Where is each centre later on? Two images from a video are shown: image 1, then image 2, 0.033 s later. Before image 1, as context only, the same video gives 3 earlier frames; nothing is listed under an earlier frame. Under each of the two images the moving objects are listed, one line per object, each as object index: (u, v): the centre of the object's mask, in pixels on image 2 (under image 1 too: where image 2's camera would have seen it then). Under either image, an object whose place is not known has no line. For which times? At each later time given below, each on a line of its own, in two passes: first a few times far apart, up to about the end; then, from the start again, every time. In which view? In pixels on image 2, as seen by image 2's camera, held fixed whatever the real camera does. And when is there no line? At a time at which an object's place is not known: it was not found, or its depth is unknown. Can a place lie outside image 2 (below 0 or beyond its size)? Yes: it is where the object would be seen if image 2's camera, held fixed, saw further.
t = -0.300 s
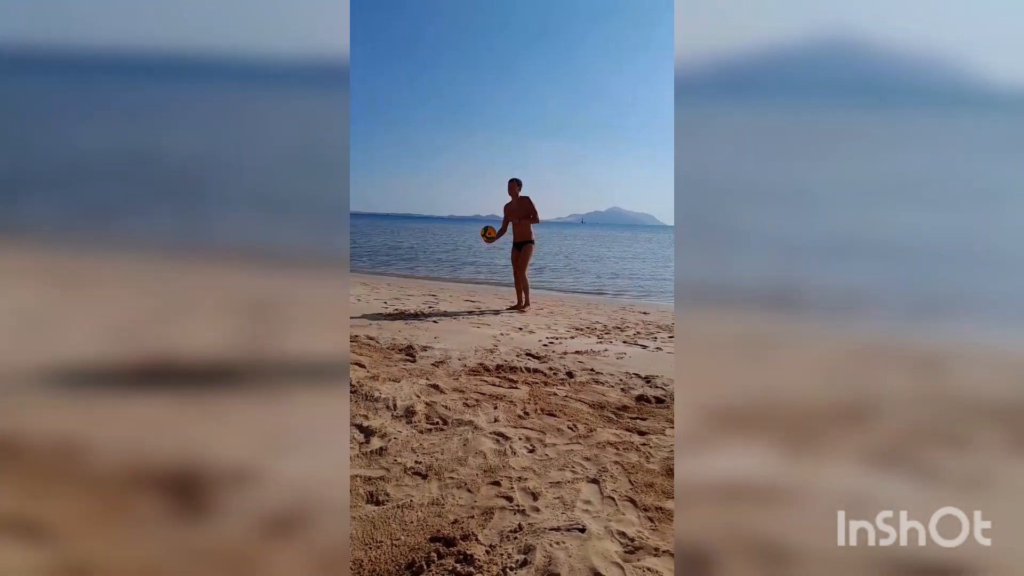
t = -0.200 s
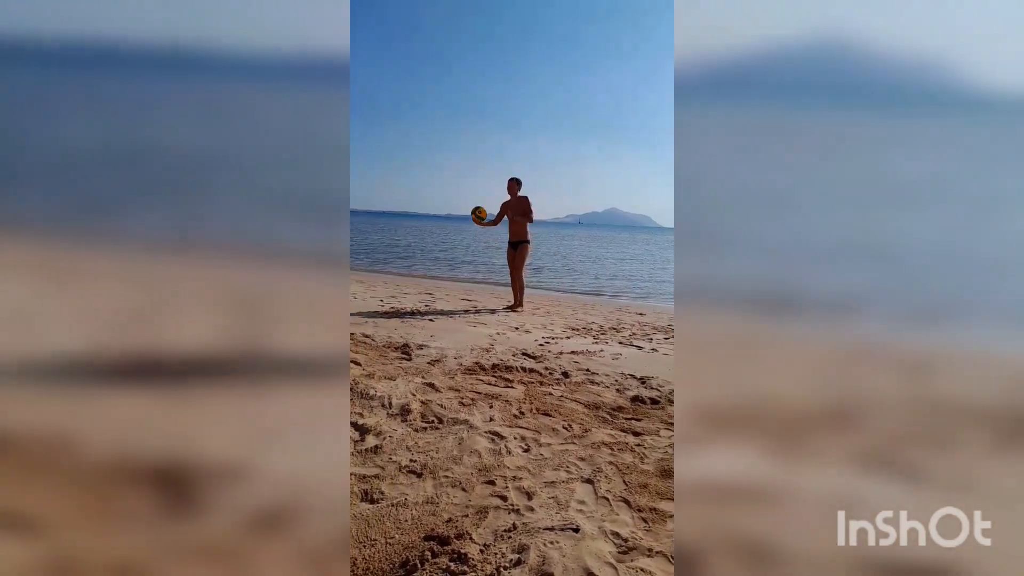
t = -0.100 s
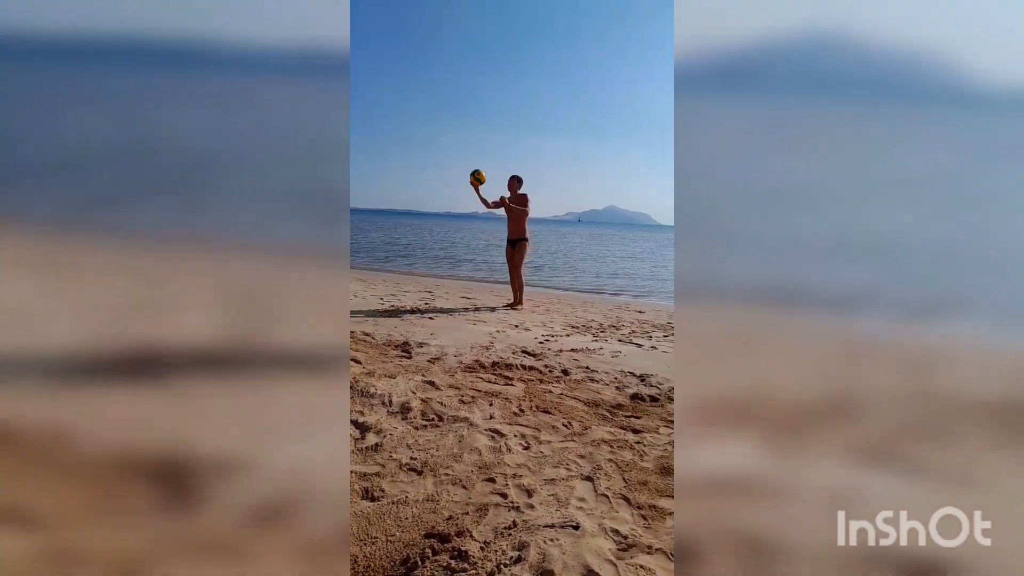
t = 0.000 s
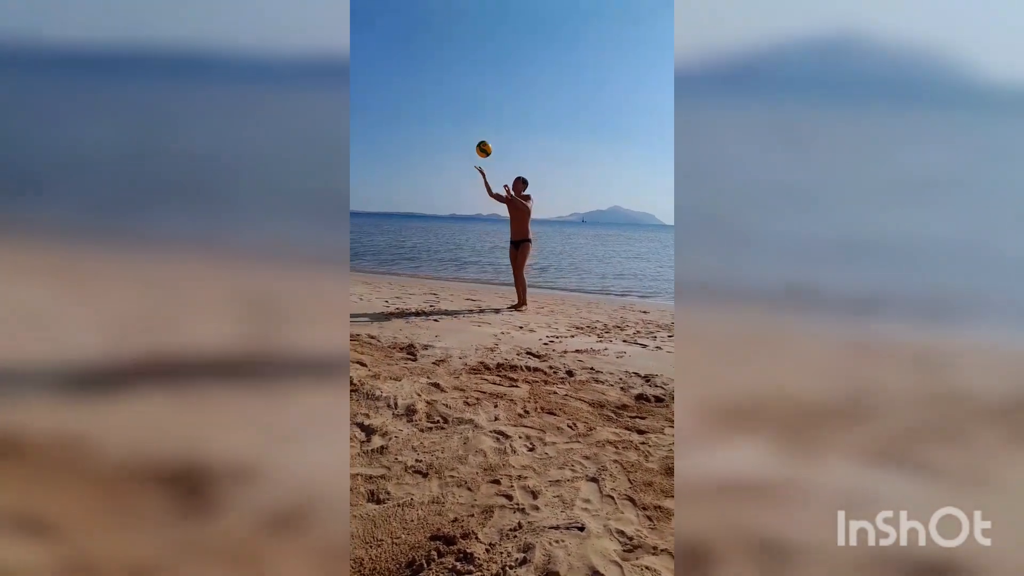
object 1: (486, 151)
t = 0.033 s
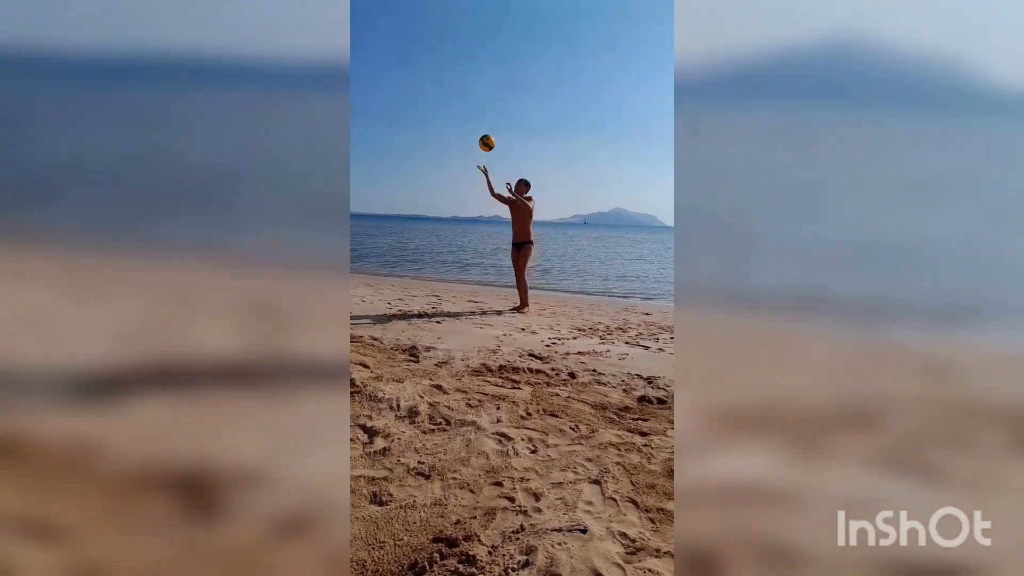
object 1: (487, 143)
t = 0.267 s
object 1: (491, 110)
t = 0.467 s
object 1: (496, 115)
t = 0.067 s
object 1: (487, 135)
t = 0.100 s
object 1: (488, 129)
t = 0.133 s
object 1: (489, 123)
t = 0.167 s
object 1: (490, 119)
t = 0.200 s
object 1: (491, 115)
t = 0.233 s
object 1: (491, 112)
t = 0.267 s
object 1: (491, 110)
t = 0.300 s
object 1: (491, 108)
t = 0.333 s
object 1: (492, 108)
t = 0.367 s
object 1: (493, 109)
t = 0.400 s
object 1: (494, 110)
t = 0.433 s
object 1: (495, 112)
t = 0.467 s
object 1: (496, 115)
